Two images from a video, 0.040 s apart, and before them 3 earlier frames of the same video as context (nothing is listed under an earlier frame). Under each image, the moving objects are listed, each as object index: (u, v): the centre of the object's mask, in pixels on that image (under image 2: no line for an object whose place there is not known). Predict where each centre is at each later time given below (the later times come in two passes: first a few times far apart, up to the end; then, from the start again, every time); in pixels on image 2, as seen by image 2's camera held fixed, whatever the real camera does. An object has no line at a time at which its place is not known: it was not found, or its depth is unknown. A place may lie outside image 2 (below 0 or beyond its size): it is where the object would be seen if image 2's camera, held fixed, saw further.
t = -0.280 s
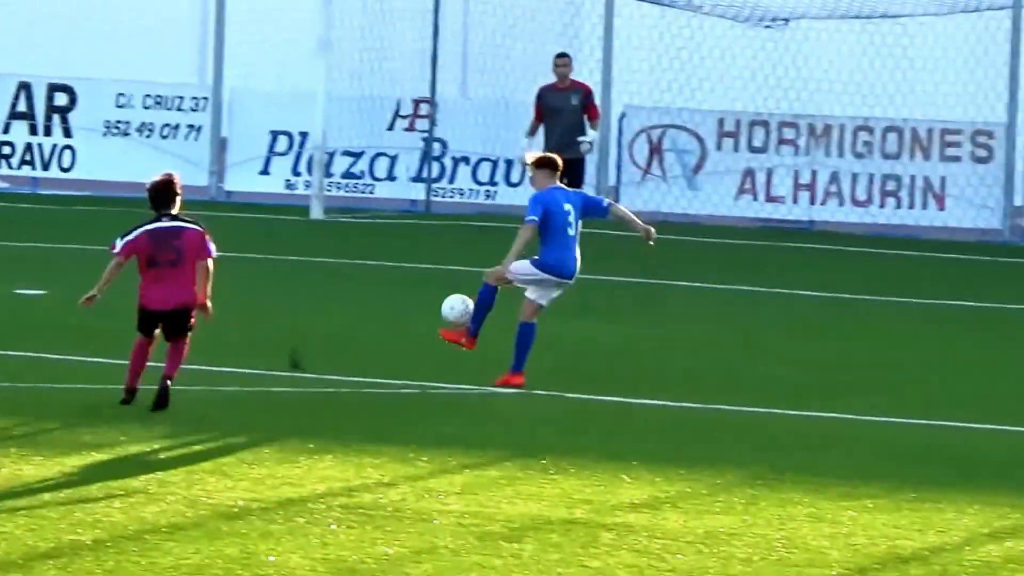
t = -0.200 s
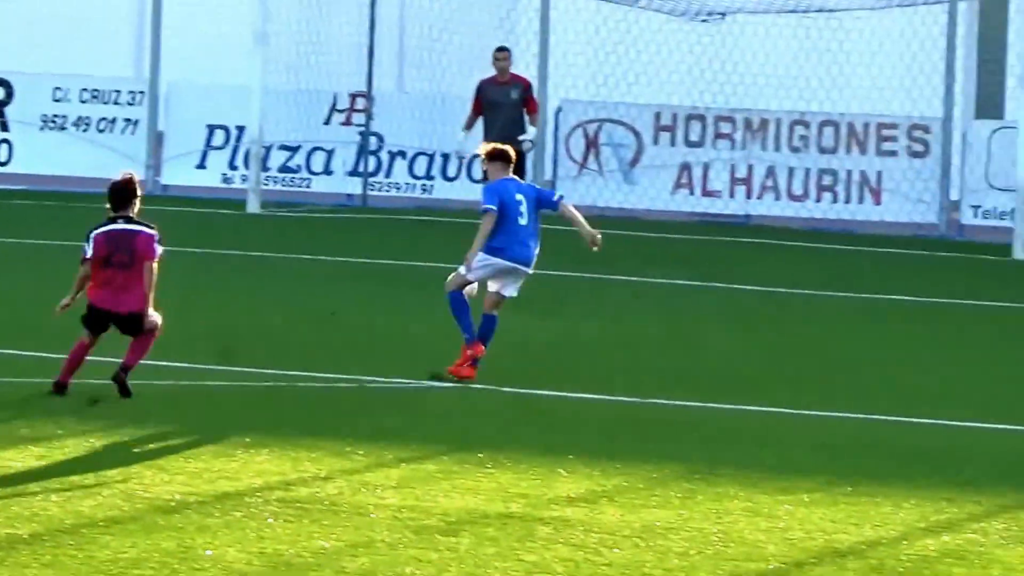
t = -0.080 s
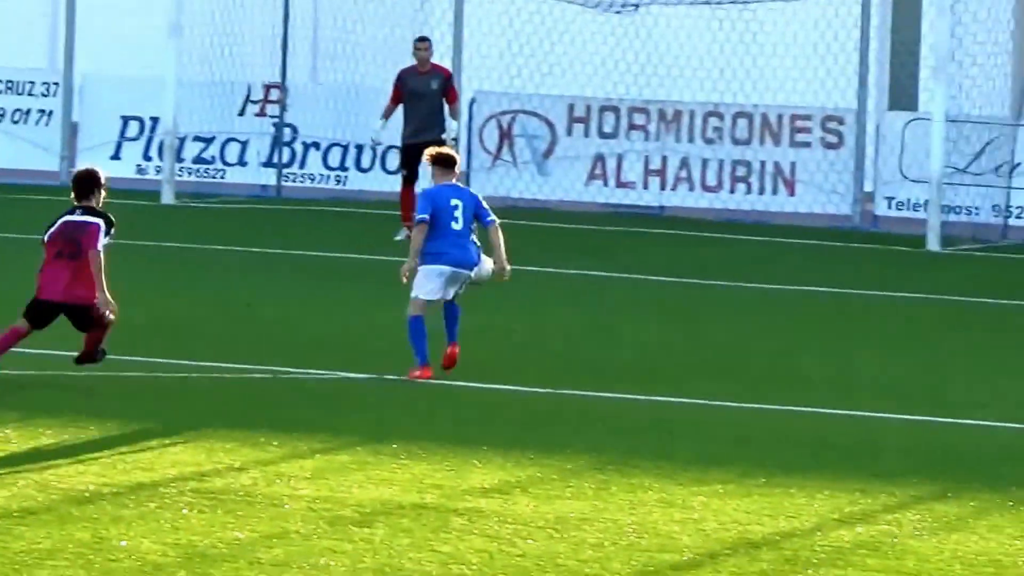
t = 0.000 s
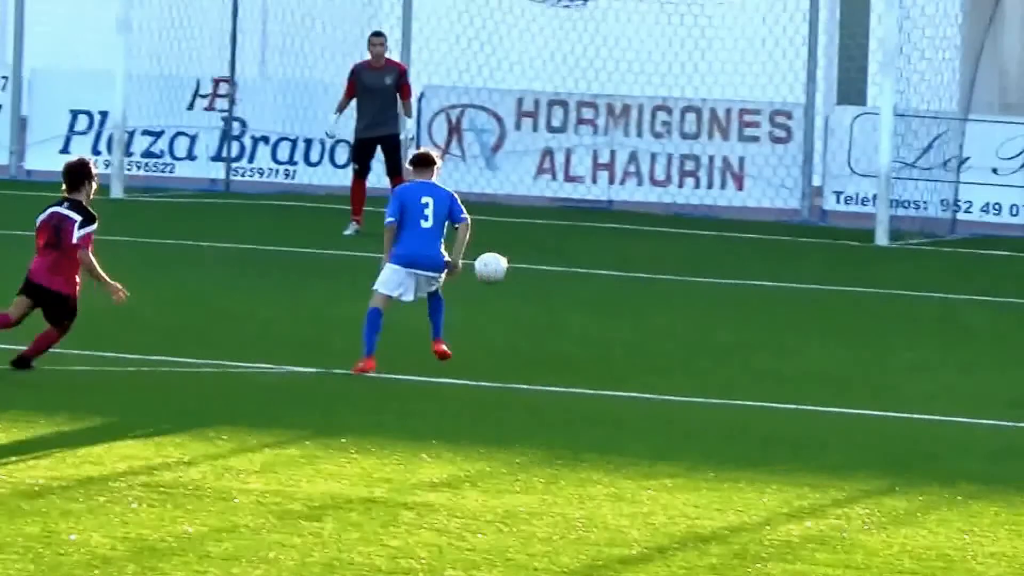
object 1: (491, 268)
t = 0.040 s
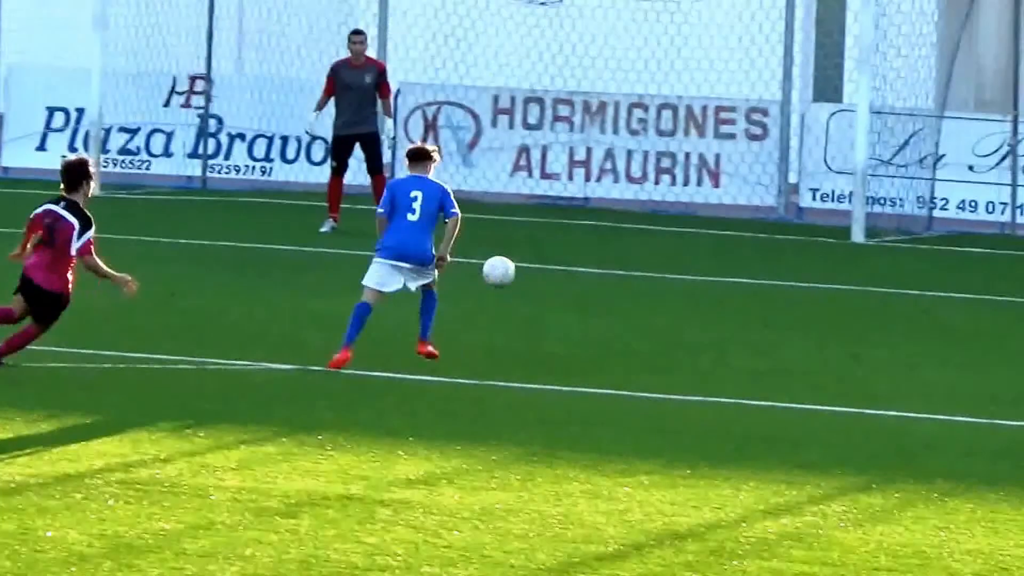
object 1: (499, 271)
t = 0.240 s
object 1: (654, 338)
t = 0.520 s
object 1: (831, 324)
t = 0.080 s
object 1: (530, 280)
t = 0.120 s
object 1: (561, 291)
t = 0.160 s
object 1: (592, 305)
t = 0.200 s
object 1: (623, 320)
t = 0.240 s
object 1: (654, 338)
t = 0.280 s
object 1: (684, 355)
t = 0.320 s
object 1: (709, 346)
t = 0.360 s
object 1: (734, 338)
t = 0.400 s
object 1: (758, 330)
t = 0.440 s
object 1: (783, 326)
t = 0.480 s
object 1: (808, 324)
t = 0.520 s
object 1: (831, 324)
